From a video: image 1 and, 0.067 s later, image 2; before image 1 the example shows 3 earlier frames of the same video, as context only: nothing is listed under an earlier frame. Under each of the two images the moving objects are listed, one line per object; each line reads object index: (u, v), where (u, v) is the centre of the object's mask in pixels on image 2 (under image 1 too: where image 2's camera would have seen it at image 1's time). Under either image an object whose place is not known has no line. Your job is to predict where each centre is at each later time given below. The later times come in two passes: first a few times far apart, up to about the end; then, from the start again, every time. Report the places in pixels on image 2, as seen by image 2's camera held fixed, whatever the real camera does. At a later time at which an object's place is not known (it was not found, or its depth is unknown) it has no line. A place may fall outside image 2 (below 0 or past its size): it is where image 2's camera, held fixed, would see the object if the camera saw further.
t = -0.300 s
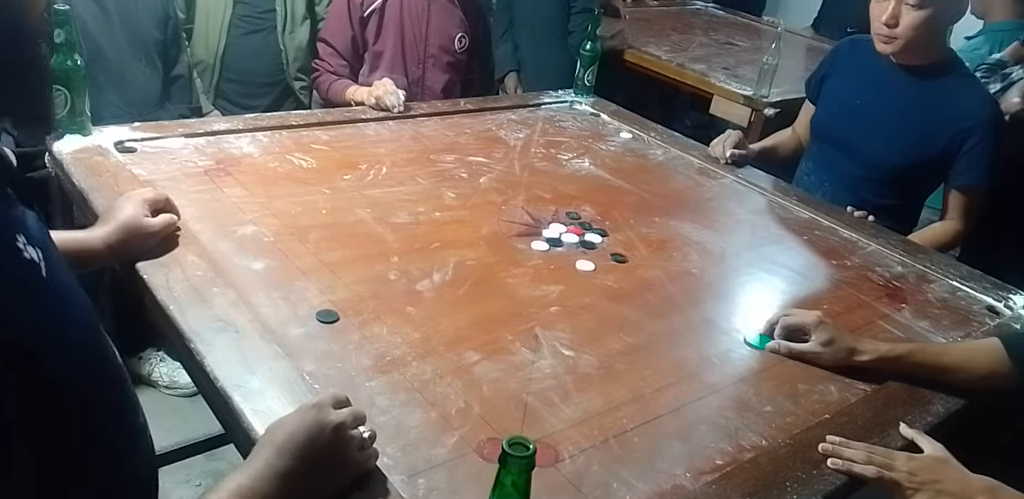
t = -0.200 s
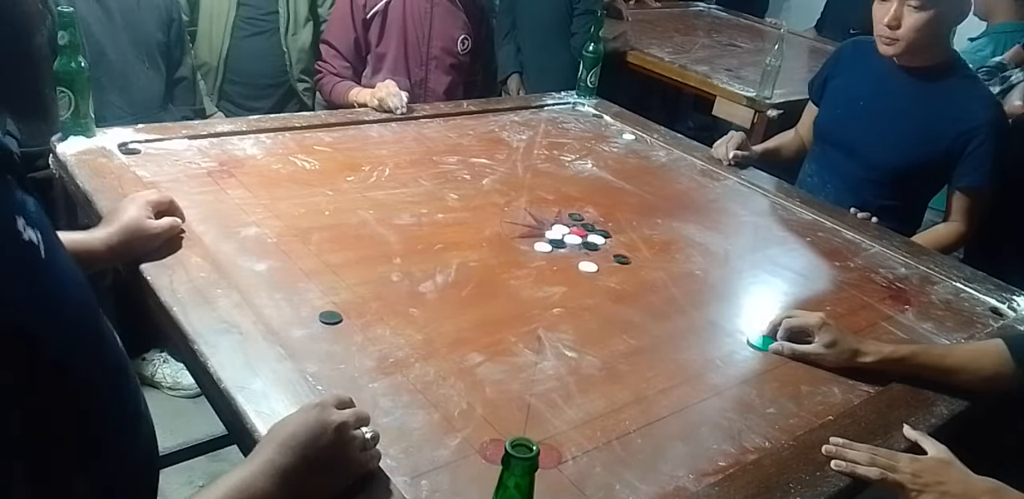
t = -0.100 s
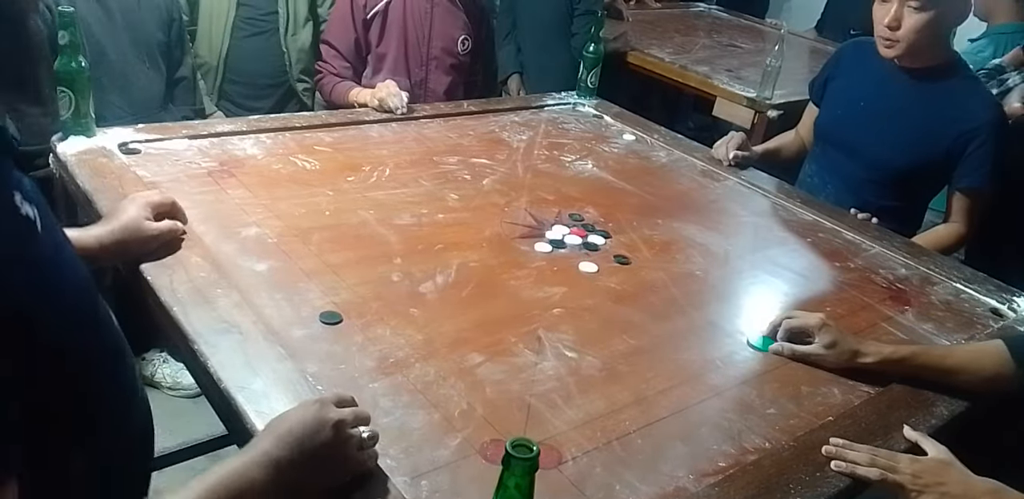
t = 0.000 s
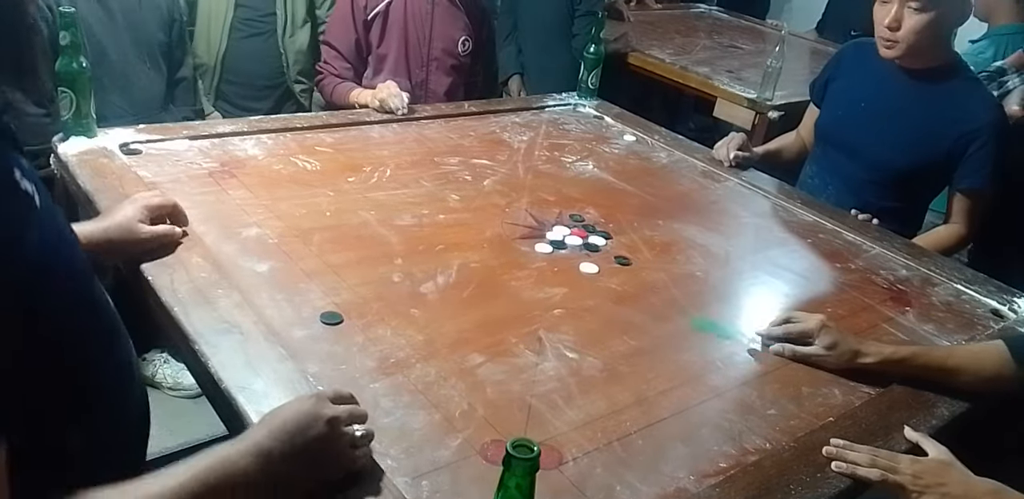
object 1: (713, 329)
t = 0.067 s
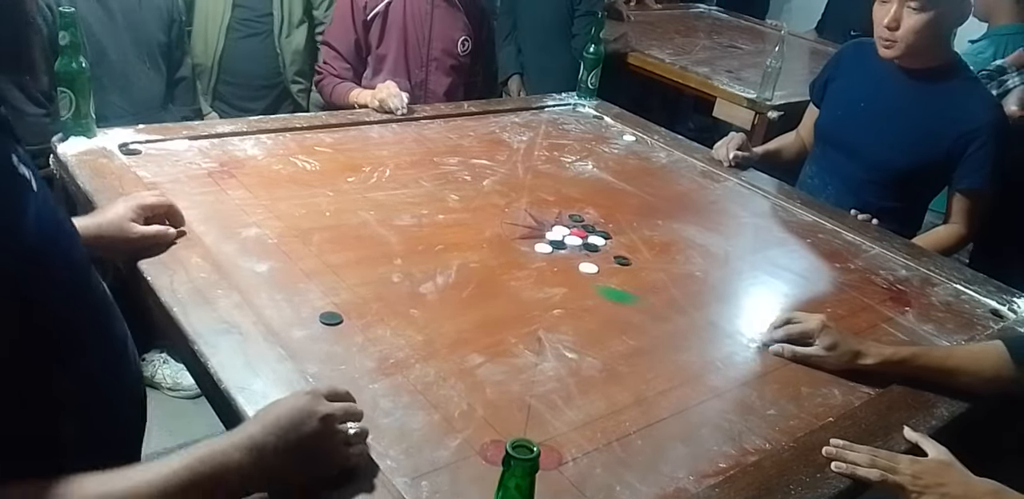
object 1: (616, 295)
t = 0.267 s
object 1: (389, 218)
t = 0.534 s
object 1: (191, 151)
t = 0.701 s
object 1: (189, 155)
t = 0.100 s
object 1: (571, 280)
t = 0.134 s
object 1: (531, 266)
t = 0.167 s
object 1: (494, 253)
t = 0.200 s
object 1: (458, 241)
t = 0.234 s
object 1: (423, 229)
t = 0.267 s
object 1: (389, 218)
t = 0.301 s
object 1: (361, 208)
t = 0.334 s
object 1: (331, 198)
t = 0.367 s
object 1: (303, 188)
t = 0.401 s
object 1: (277, 180)
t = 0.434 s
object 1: (251, 171)
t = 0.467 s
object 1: (229, 163)
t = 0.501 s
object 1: (206, 156)
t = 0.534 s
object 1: (191, 151)
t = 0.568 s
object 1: (190, 152)
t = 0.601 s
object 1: (190, 154)
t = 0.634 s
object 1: (189, 154)
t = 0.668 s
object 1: (189, 155)
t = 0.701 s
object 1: (189, 155)
